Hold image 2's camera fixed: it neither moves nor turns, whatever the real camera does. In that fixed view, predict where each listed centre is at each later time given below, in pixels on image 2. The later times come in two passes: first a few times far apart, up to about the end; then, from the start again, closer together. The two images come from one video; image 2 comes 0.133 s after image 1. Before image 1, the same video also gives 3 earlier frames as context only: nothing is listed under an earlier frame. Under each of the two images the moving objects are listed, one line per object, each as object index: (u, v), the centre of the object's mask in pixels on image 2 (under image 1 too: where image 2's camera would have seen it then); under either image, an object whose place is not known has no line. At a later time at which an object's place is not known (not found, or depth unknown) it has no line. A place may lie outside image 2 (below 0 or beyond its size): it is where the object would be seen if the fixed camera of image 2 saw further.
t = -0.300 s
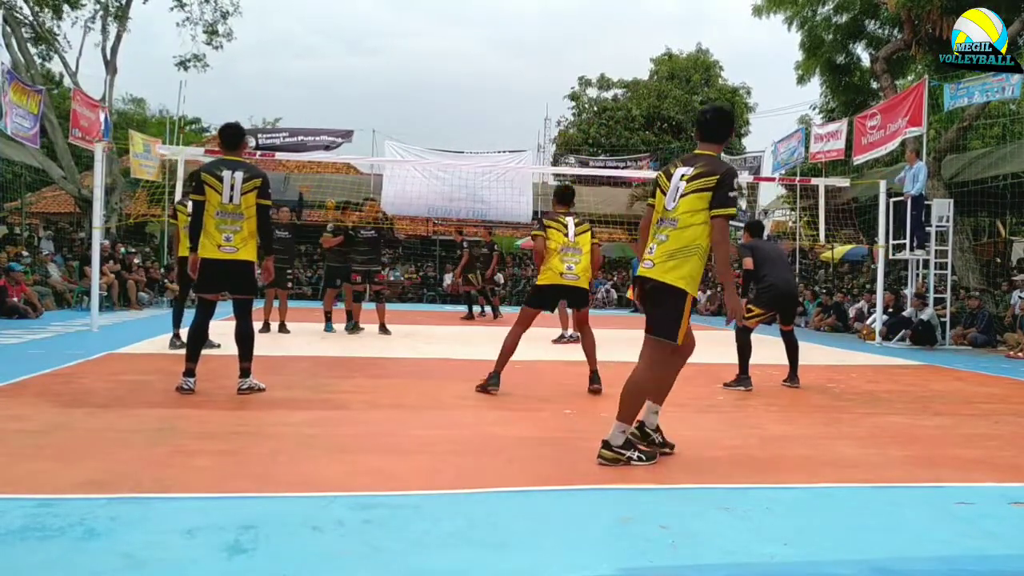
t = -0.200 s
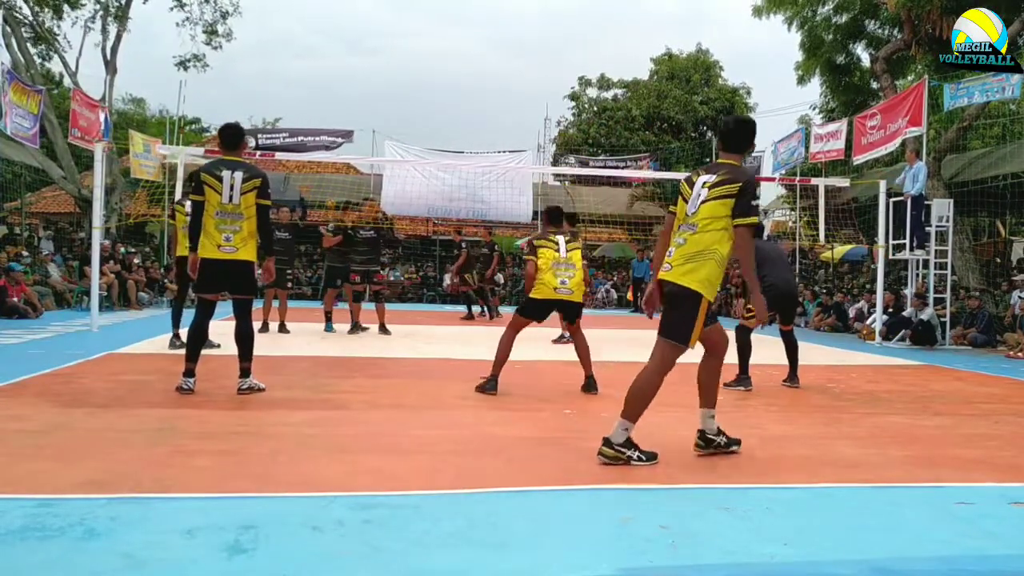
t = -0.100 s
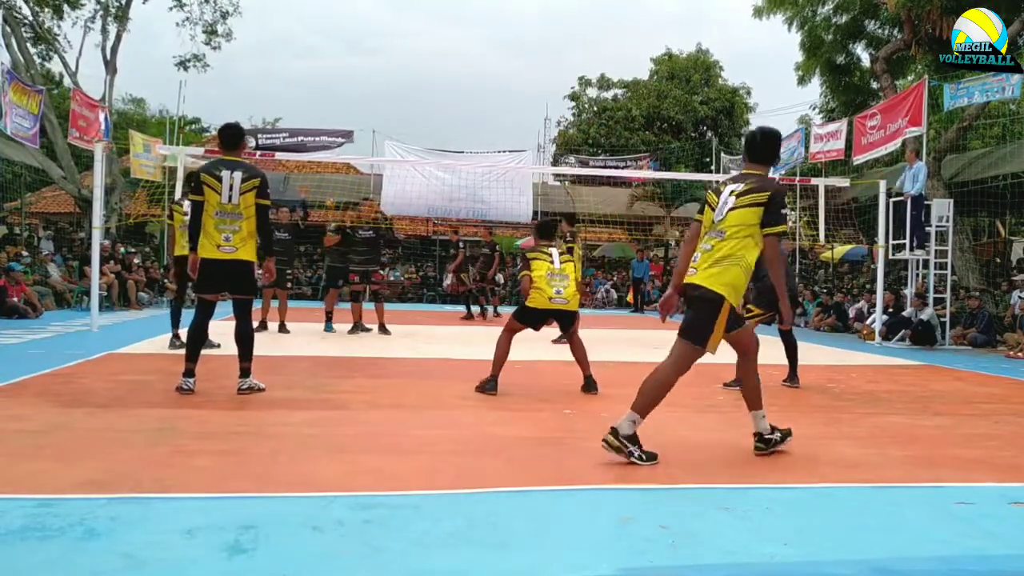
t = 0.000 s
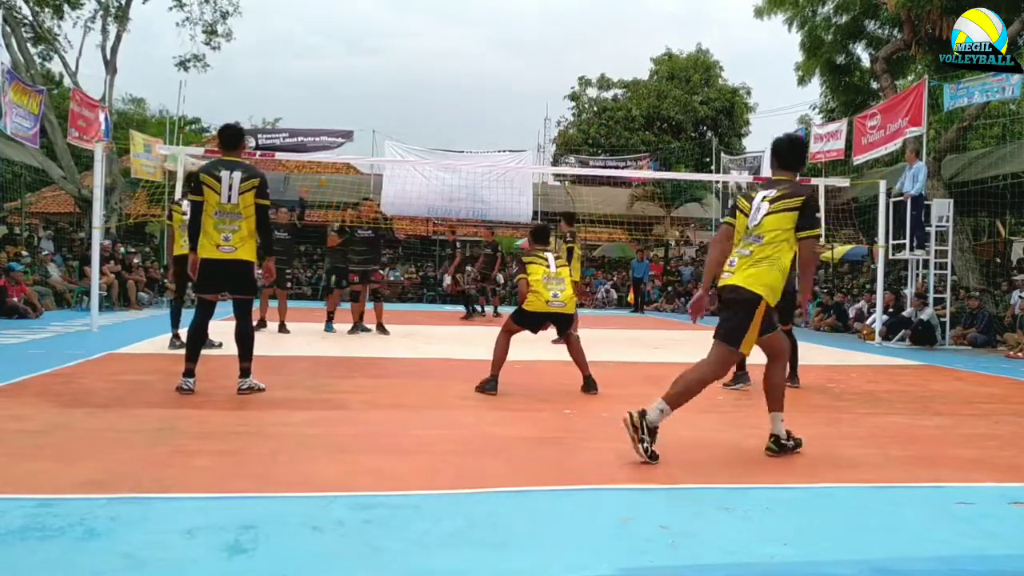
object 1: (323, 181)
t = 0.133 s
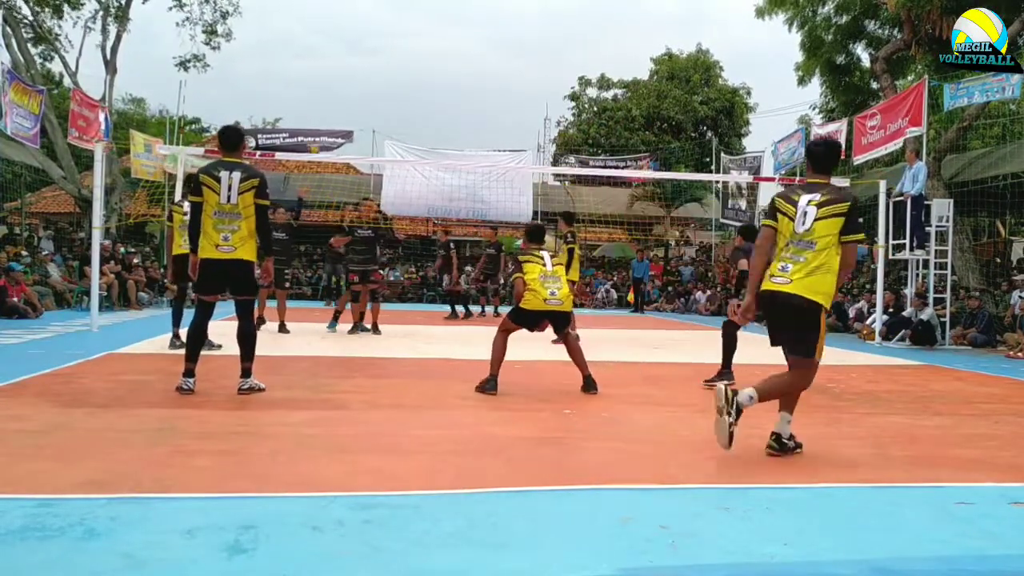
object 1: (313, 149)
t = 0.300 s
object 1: (301, 117)
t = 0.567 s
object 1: (276, 82)
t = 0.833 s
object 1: (245, 89)
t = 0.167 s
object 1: (311, 143)
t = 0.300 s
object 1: (301, 117)
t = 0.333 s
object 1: (298, 111)
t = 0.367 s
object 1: (295, 106)
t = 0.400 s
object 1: (292, 99)
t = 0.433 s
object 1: (289, 95)
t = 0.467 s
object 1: (286, 91)
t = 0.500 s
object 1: (283, 87)
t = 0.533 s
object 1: (279, 84)
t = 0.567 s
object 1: (276, 82)
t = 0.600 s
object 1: (273, 80)
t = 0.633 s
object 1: (270, 79)
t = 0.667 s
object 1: (266, 78)
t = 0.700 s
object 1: (263, 79)
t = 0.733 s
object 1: (259, 80)
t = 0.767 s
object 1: (255, 82)
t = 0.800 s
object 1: (250, 85)
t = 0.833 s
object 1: (245, 89)
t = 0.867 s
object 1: (239, 94)
